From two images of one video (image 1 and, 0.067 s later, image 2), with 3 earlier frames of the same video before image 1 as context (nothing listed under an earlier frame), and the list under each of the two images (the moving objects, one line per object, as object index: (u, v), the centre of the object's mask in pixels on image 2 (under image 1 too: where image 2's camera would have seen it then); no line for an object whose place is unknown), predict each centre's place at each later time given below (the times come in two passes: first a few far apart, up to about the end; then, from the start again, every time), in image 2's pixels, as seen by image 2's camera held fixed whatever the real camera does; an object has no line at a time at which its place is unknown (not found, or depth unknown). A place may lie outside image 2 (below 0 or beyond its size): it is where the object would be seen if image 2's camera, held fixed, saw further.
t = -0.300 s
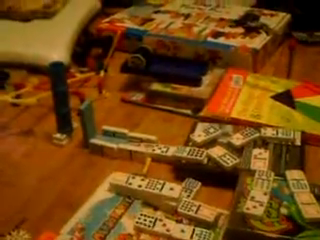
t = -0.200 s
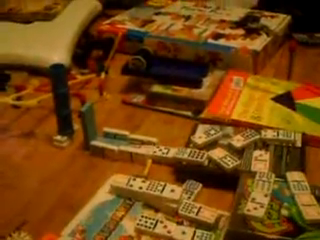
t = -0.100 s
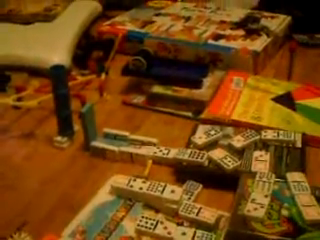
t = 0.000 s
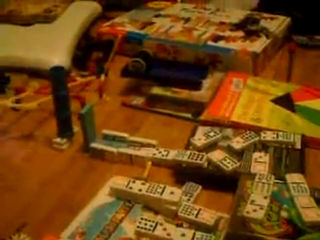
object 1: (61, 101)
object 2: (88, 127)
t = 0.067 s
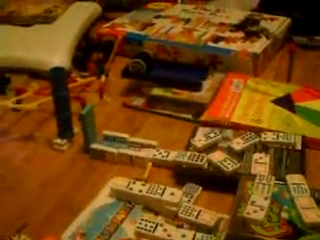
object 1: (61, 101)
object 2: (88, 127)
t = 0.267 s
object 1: (61, 101)
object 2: (84, 126)
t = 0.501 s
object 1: (56, 102)
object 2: (77, 130)
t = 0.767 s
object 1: (35, 104)
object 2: (69, 134)
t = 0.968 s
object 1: (32, 106)
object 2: (70, 138)
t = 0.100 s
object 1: (61, 101)
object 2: (88, 127)
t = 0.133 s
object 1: (61, 101)
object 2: (88, 127)
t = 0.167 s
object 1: (61, 101)
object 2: (87, 126)
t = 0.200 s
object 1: (61, 101)
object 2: (87, 126)
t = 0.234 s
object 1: (61, 101)
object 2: (86, 126)
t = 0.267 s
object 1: (61, 101)
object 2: (84, 126)
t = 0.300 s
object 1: (61, 101)
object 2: (83, 128)
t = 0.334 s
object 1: (61, 101)
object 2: (82, 128)
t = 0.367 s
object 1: (60, 101)
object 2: (82, 129)
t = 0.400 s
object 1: (60, 101)
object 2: (82, 129)
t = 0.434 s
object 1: (58, 100)
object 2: (78, 129)
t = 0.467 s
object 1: (57, 100)
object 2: (77, 130)
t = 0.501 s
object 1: (56, 102)
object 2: (77, 130)
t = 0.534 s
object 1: (53, 100)
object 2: (76, 131)
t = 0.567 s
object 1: (51, 99)
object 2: (75, 131)
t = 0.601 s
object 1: (49, 99)
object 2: (74, 132)
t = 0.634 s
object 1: (47, 98)
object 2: (72, 132)
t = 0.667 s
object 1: (43, 102)
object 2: (72, 132)
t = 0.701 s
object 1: (40, 103)
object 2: (71, 133)
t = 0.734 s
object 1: (36, 103)
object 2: (69, 134)
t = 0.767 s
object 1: (35, 104)
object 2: (69, 134)
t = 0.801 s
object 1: (32, 103)
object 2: (69, 136)
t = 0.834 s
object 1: (33, 106)
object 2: (69, 137)
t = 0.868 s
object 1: (33, 106)
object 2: (70, 137)
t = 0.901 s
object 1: (32, 106)
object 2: (69, 138)
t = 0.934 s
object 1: (32, 106)
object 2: (69, 138)
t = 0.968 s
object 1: (32, 106)
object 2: (70, 138)
